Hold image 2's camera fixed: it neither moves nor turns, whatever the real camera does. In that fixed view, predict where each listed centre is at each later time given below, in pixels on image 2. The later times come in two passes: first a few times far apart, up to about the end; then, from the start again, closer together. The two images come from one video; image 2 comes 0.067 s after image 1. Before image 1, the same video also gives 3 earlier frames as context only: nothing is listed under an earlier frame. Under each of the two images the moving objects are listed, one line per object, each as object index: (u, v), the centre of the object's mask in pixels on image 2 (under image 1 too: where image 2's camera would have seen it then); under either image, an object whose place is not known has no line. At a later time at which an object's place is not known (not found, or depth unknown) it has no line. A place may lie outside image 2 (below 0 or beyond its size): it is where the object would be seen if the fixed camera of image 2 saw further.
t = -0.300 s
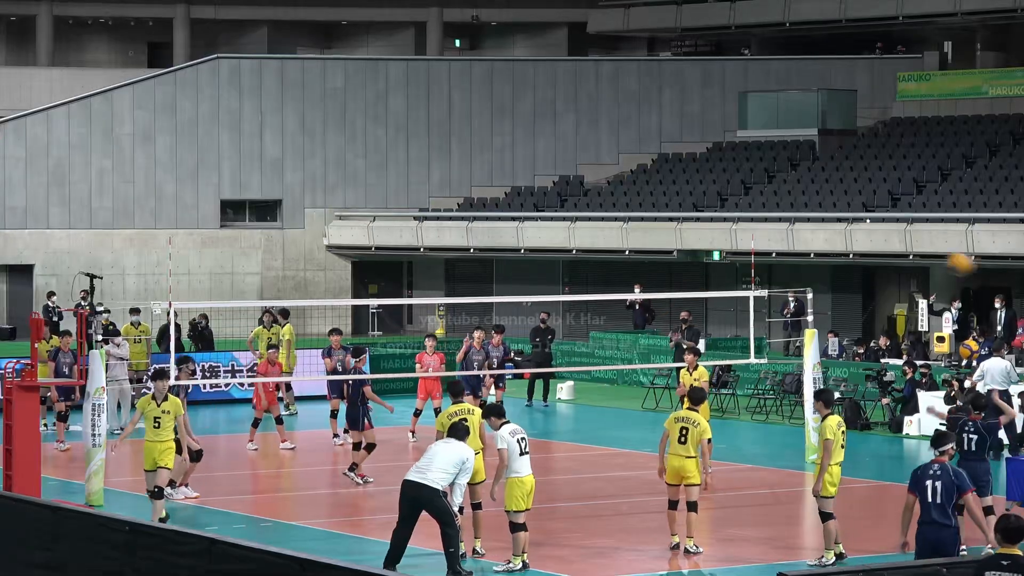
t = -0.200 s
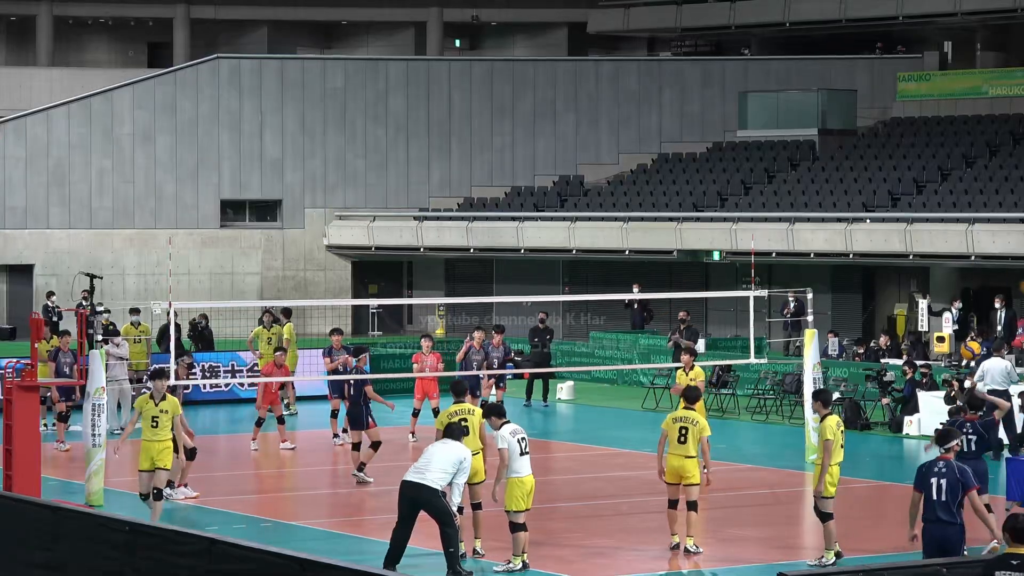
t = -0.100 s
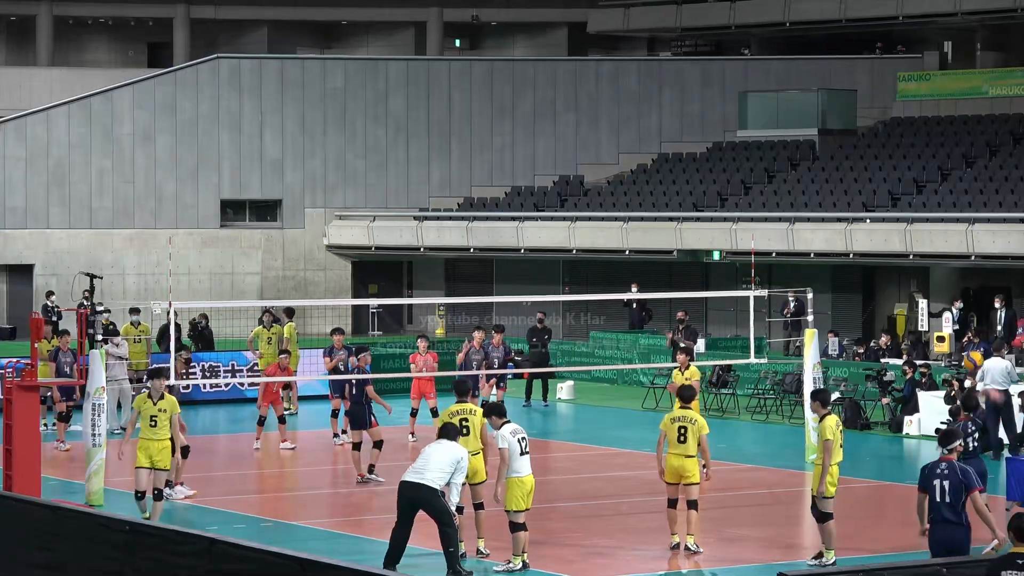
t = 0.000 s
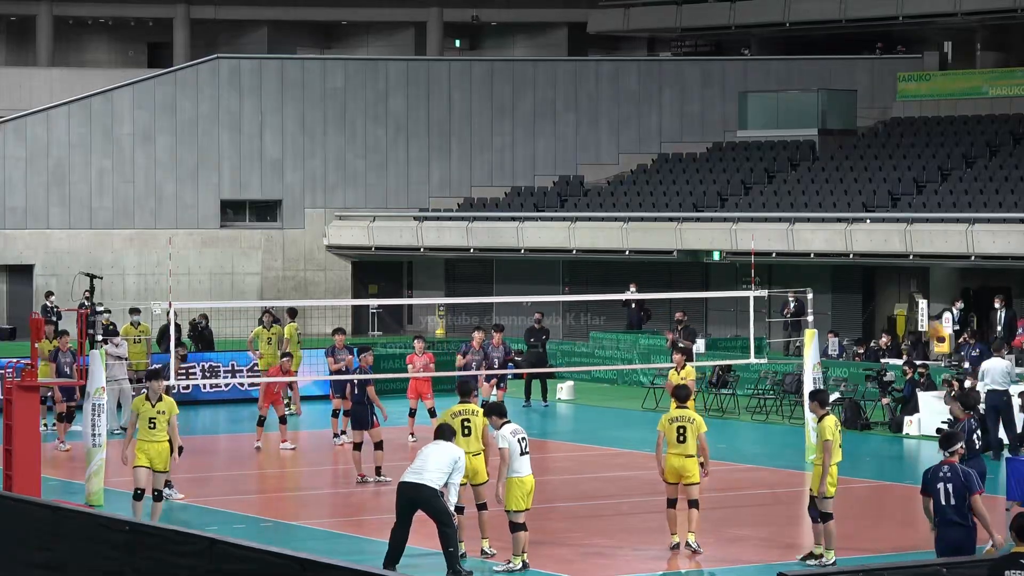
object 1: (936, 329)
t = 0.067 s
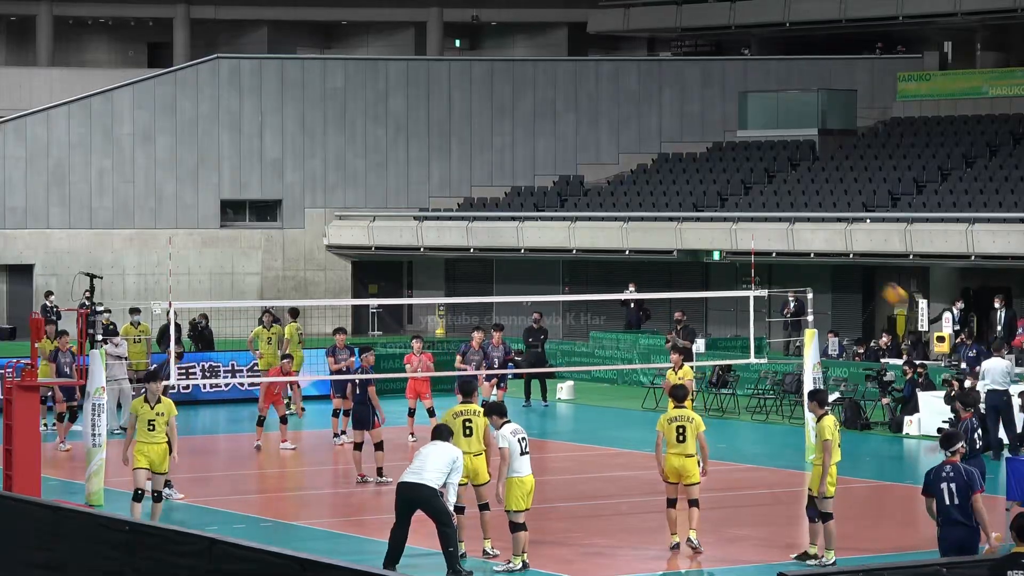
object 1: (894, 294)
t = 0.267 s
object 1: (786, 214)
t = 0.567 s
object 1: (653, 160)
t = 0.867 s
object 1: (545, 170)
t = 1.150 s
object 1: (461, 230)
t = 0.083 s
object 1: (885, 286)
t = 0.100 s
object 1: (875, 279)
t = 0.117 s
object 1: (866, 272)
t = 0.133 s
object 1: (858, 265)
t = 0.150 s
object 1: (848, 258)
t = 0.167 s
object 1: (838, 250)
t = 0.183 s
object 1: (830, 244)
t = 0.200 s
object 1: (820, 238)
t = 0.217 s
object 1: (810, 230)
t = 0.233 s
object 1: (803, 224)
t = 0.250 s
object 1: (795, 219)
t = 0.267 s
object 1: (786, 214)
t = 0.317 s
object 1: (762, 200)
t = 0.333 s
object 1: (754, 195)
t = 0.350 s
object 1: (746, 191)
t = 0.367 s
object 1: (738, 187)
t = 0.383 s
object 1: (731, 185)
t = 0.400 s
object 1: (723, 180)
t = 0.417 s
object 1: (716, 178)
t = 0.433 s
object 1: (709, 175)
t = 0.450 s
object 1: (702, 173)
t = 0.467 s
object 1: (694, 170)
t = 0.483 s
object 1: (686, 168)
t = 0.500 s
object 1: (680, 165)
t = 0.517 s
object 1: (673, 164)
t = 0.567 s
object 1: (653, 160)
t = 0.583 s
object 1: (647, 159)
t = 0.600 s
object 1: (640, 157)
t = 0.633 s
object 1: (626, 156)
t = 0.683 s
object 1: (608, 156)
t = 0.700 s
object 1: (603, 157)
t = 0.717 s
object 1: (596, 157)
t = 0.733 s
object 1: (590, 158)
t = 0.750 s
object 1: (584, 159)
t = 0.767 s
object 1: (578, 159)
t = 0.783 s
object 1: (573, 161)
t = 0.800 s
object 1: (567, 162)
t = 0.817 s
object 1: (560, 164)
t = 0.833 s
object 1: (555, 166)
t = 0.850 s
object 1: (550, 167)
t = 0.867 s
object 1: (545, 170)
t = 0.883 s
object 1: (540, 172)
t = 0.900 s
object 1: (534, 175)
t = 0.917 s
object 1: (529, 177)
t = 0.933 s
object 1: (524, 180)
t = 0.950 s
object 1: (519, 183)
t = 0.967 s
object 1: (514, 187)
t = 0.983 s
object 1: (508, 190)
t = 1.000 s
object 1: (503, 193)
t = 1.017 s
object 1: (498, 196)
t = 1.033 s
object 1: (494, 200)
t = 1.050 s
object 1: (489, 204)
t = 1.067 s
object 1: (484, 208)
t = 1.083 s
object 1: (479, 212)
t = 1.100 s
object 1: (474, 216)
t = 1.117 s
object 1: (469, 221)
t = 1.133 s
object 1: (465, 225)
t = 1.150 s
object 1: (461, 230)
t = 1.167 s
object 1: (455, 236)
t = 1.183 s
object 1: (452, 240)
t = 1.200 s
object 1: (447, 245)
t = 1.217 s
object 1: (442, 251)
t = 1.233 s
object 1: (438, 256)
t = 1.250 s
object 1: (434, 261)
